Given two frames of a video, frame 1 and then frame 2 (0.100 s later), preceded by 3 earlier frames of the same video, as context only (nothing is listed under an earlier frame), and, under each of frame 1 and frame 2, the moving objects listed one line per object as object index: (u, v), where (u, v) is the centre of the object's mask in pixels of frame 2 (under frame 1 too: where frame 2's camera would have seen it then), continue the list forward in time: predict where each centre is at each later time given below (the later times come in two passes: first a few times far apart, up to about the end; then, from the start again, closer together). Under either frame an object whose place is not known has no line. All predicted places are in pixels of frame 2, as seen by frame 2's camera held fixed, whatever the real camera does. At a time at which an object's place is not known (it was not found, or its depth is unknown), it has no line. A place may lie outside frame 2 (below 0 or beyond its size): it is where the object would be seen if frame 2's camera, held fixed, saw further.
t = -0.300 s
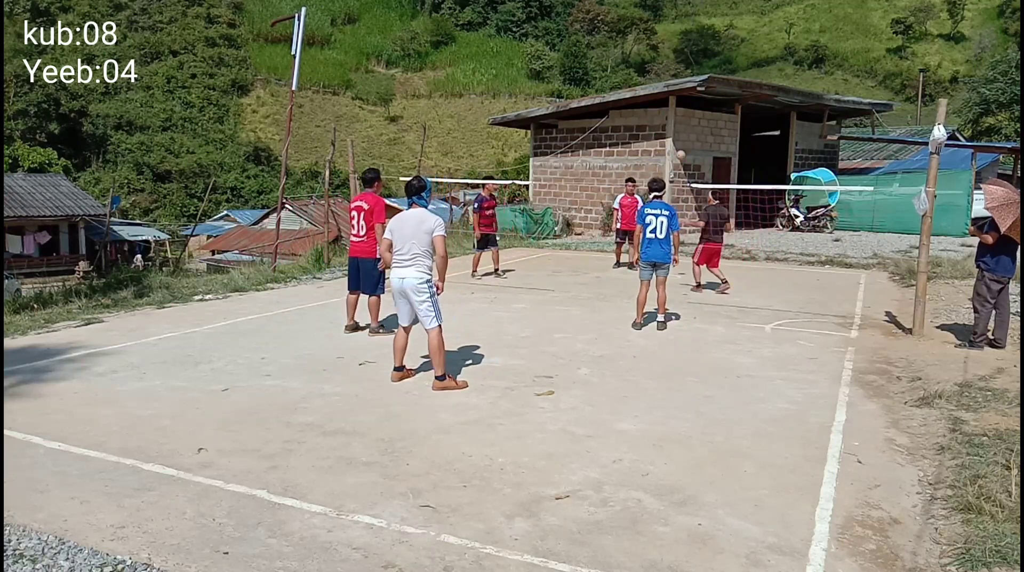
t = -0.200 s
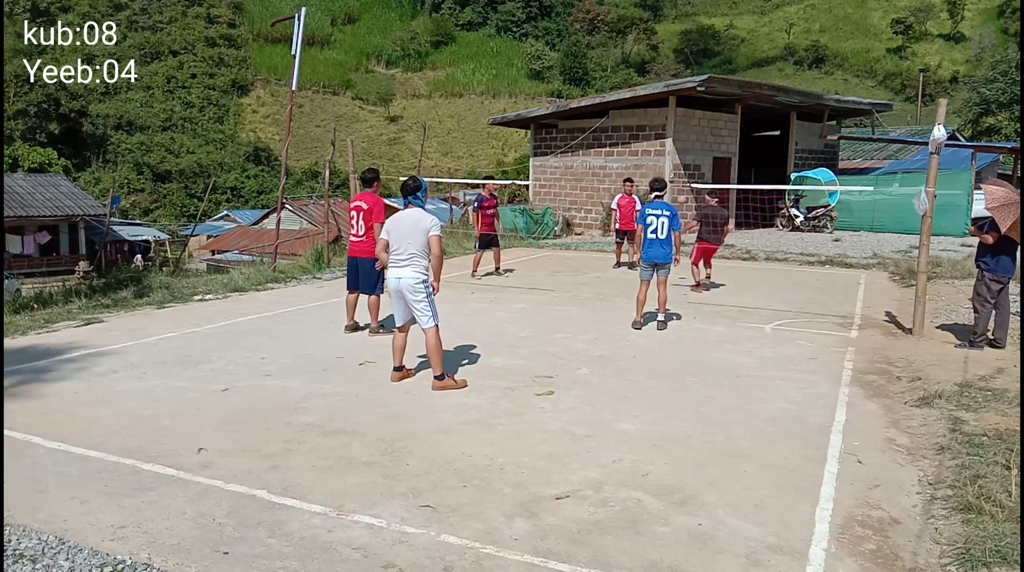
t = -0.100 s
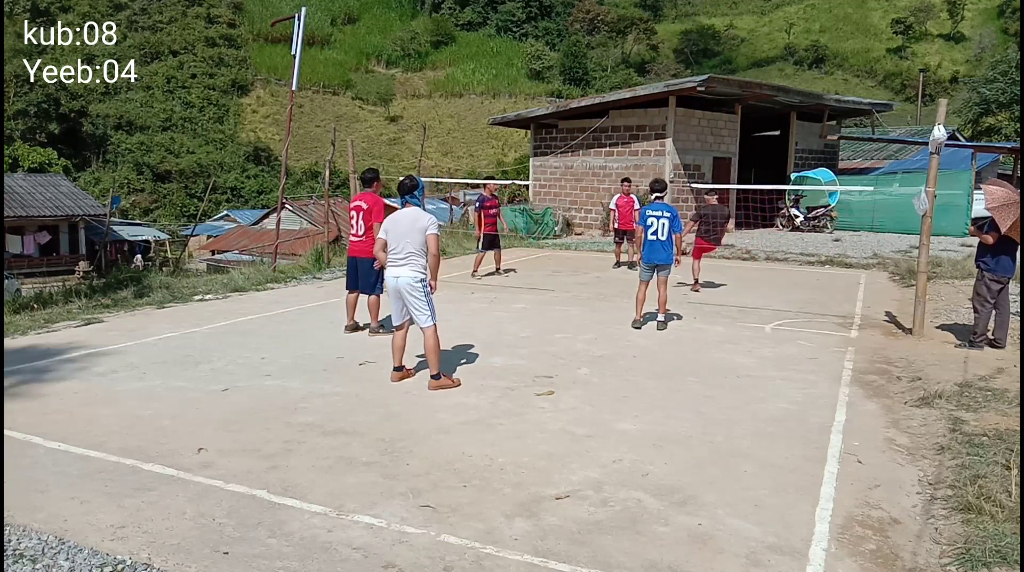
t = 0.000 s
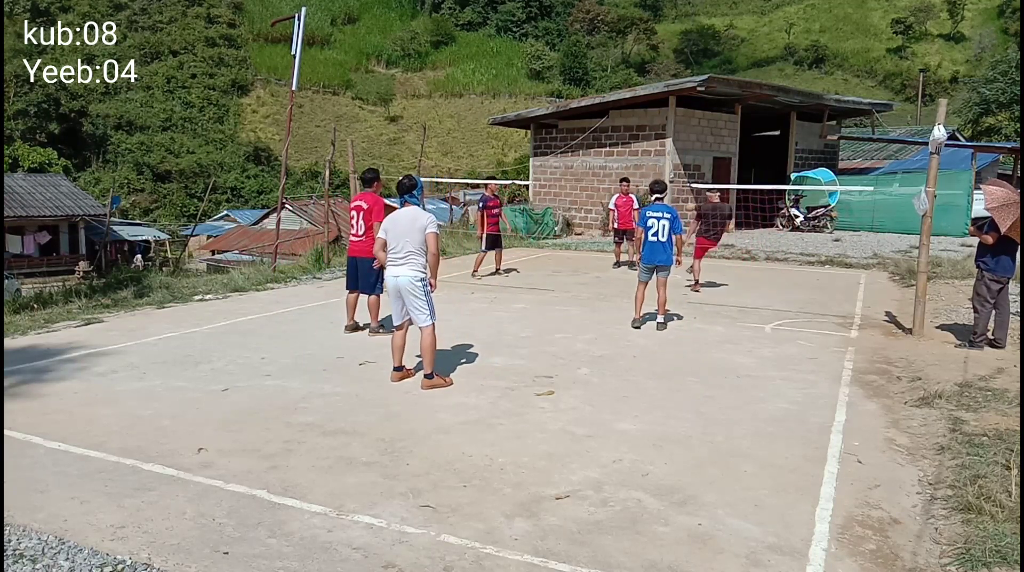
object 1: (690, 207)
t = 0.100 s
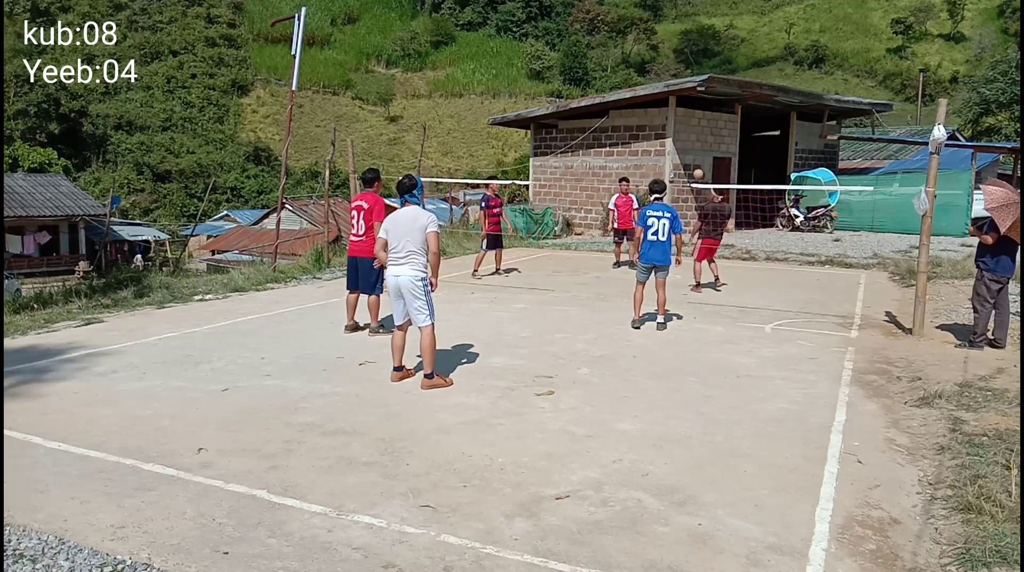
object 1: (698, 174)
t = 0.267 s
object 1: (710, 132)
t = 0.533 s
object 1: (729, 107)
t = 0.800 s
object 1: (744, 135)
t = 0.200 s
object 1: (705, 146)
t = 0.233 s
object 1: (708, 139)
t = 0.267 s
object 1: (710, 132)
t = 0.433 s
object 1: (722, 110)
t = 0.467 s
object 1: (724, 109)
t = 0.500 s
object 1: (726, 108)
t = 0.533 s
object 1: (729, 107)
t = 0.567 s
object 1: (731, 108)
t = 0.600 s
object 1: (733, 109)
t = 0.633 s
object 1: (735, 112)
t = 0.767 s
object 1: (742, 128)
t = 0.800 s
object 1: (744, 135)
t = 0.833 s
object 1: (745, 142)
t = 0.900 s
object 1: (748, 159)
